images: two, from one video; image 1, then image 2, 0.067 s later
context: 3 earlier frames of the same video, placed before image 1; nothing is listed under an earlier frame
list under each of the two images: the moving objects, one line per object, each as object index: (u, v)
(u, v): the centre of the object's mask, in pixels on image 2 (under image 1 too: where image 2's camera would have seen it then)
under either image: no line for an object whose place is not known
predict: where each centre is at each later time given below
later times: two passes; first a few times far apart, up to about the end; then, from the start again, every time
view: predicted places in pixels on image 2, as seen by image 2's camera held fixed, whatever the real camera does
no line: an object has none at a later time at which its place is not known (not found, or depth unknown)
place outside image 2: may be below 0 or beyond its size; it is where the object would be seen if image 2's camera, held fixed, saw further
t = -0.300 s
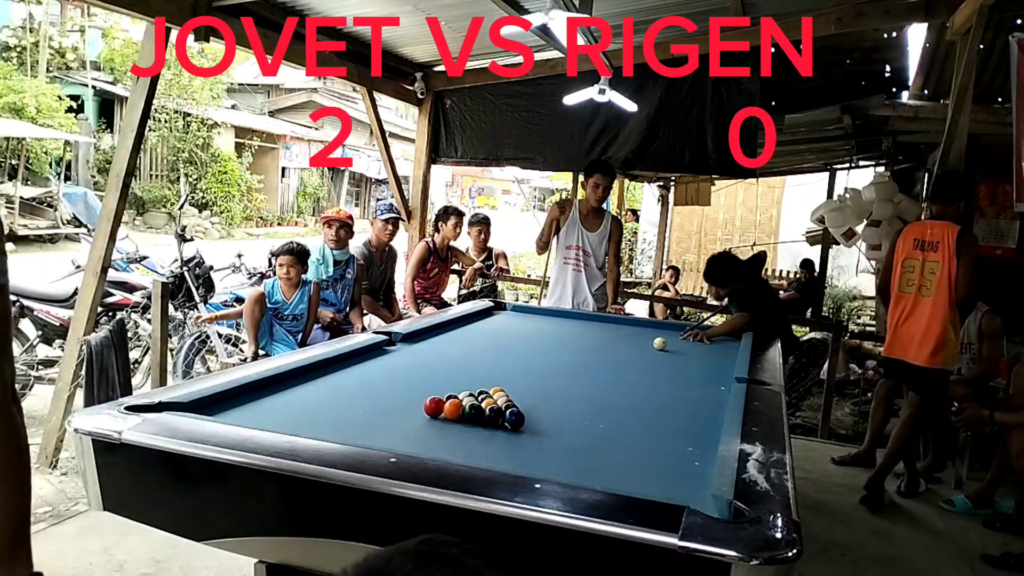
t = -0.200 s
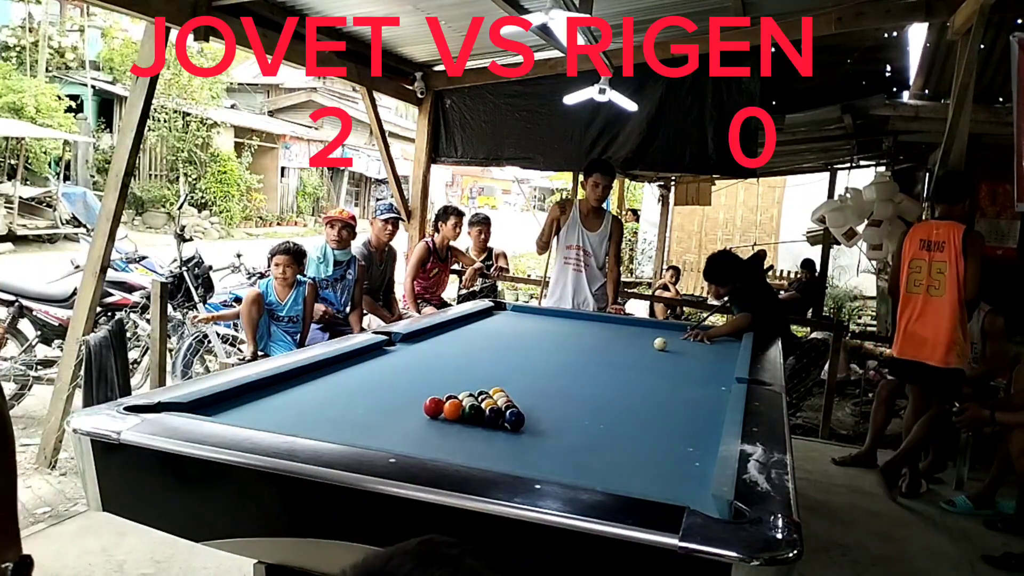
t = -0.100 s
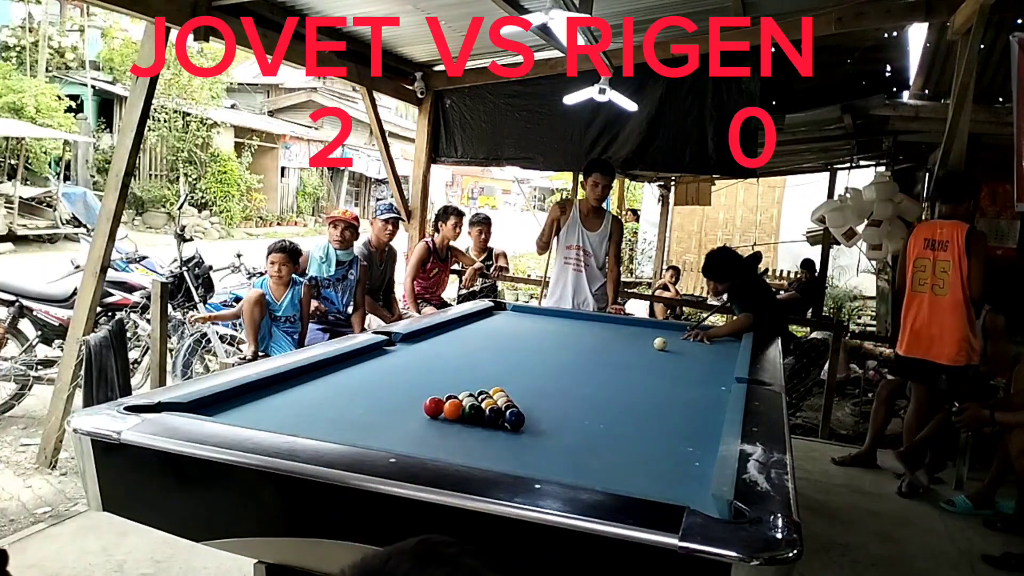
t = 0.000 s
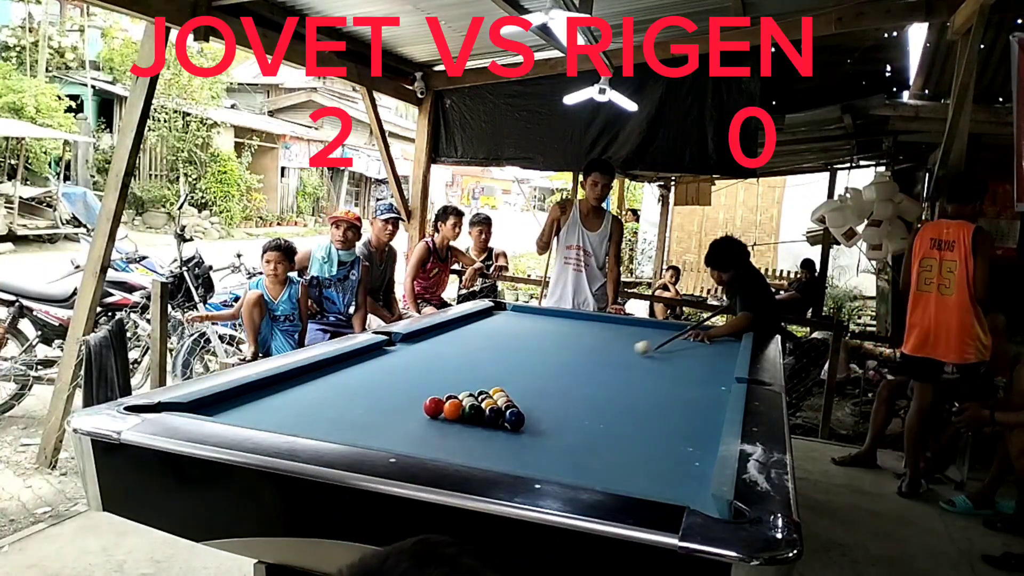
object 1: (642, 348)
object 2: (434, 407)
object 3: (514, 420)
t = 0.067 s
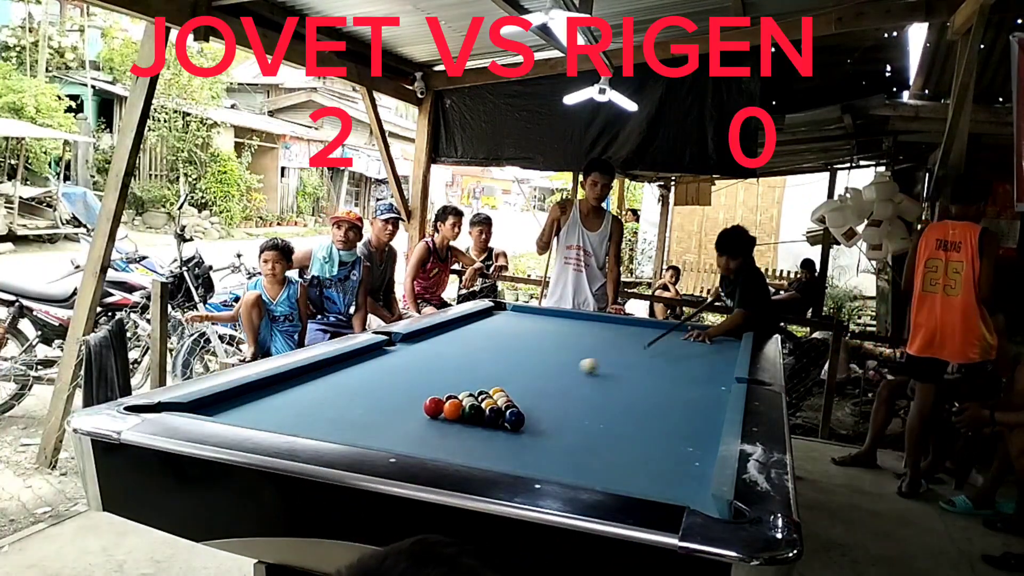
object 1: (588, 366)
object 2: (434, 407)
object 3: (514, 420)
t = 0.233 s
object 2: (321, 422)
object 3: (542, 449)
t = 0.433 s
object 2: (292, 397)
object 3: (620, 472)
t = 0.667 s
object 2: (320, 368)
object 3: (700, 452)
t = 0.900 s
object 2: (393, 356)
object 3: (689, 426)
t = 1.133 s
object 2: (453, 346)
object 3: (714, 423)
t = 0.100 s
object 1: (556, 375)
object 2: (434, 407)
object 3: (514, 420)
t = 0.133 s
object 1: (519, 388)
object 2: (434, 407)
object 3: (514, 420)
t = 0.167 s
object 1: (501, 384)
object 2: (408, 410)
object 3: (520, 426)
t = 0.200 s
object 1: (494, 381)
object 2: (366, 416)
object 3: (531, 437)
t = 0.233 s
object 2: (321, 422)
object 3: (542, 449)
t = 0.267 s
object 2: (278, 423)
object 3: (554, 461)
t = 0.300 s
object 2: (277, 421)
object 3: (566, 469)
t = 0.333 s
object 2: (281, 416)
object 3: (580, 476)
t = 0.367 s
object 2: (285, 409)
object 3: (593, 475)
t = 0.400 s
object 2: (288, 403)
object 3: (607, 474)
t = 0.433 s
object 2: (292, 397)
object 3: (620, 472)
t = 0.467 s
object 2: (295, 392)
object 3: (632, 469)
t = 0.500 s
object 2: (297, 387)
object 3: (645, 466)
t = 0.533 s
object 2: (300, 383)
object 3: (657, 463)
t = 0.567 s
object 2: (303, 378)
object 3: (668, 460)
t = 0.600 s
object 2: (305, 374)
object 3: (679, 458)
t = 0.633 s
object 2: (308, 370)
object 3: (690, 455)
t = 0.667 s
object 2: (320, 368)
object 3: (700, 452)
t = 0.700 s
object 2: (331, 366)
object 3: (708, 450)
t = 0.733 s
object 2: (342, 364)
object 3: (704, 445)
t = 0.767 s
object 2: (353, 362)
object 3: (700, 441)
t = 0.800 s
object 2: (363, 361)
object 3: (697, 437)
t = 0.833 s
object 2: (373, 359)
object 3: (694, 433)
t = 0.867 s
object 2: (383, 358)
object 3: (690, 429)
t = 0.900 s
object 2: (393, 356)
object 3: (689, 426)
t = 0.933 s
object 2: (402, 354)
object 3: (693, 426)
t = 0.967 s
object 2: (411, 353)
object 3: (699, 426)
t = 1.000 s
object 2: (420, 352)
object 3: (702, 425)
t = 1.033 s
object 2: (429, 350)
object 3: (705, 425)
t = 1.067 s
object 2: (437, 349)
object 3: (708, 424)
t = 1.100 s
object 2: (445, 348)
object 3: (712, 424)
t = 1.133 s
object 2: (453, 346)
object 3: (714, 423)
